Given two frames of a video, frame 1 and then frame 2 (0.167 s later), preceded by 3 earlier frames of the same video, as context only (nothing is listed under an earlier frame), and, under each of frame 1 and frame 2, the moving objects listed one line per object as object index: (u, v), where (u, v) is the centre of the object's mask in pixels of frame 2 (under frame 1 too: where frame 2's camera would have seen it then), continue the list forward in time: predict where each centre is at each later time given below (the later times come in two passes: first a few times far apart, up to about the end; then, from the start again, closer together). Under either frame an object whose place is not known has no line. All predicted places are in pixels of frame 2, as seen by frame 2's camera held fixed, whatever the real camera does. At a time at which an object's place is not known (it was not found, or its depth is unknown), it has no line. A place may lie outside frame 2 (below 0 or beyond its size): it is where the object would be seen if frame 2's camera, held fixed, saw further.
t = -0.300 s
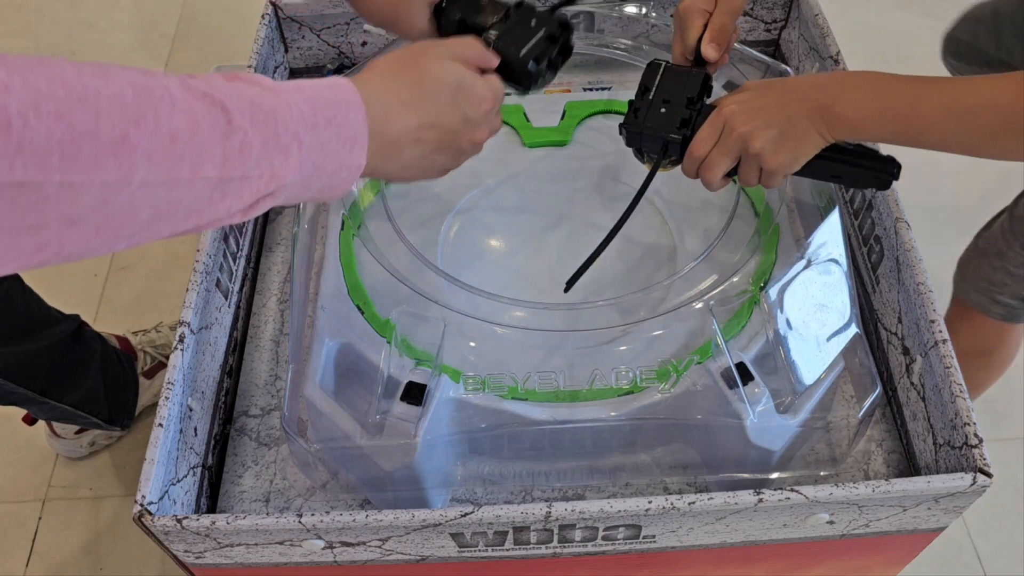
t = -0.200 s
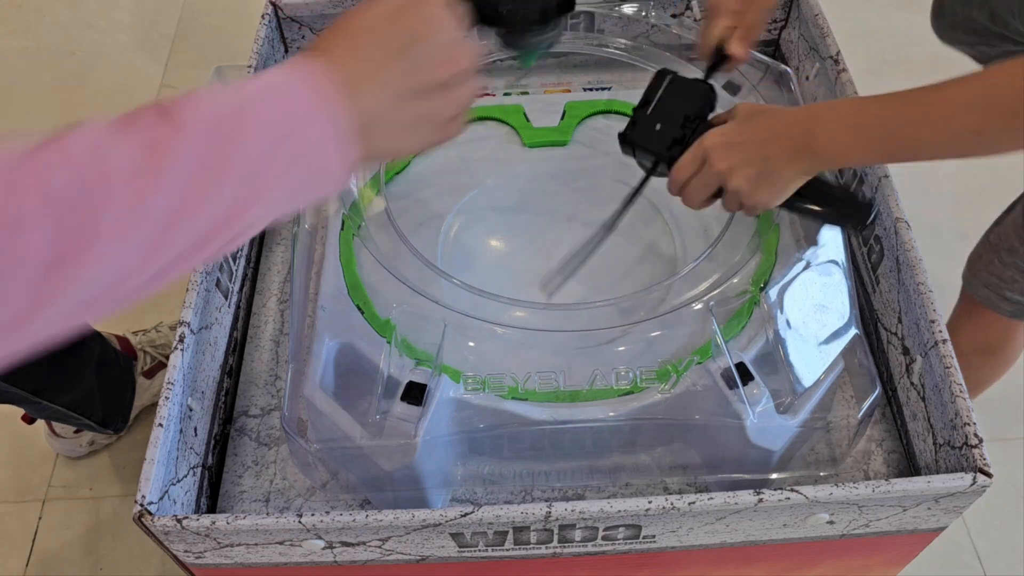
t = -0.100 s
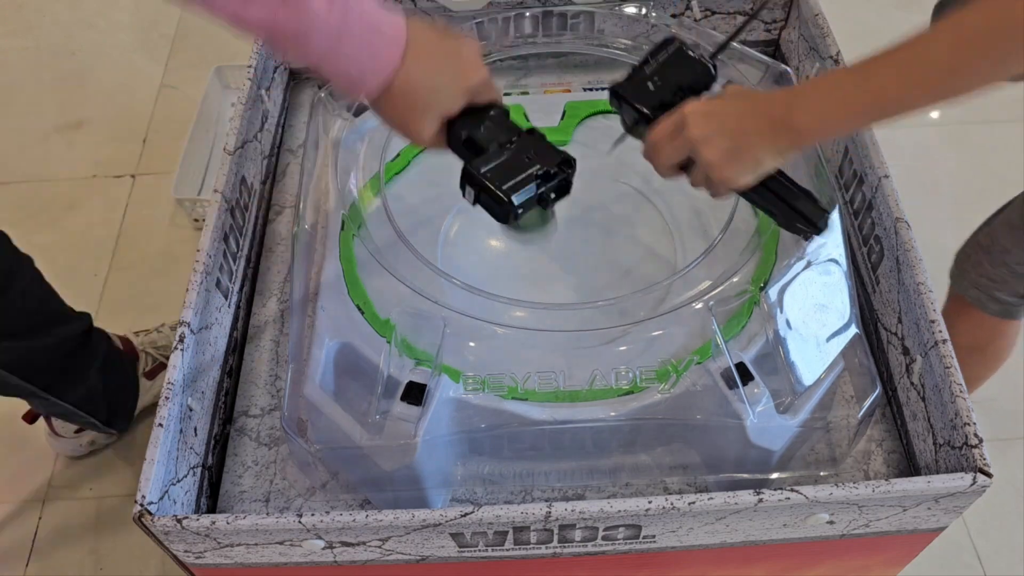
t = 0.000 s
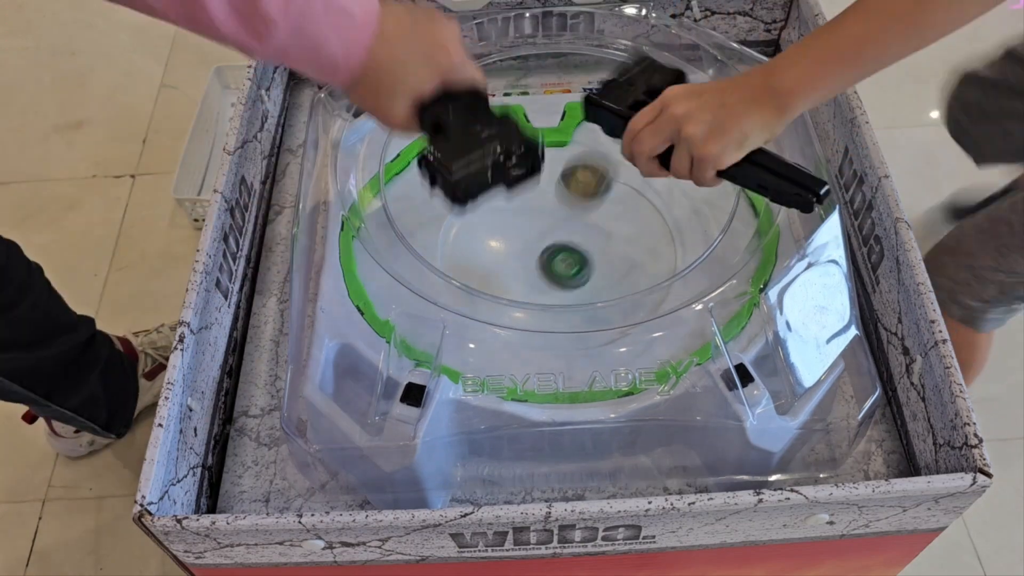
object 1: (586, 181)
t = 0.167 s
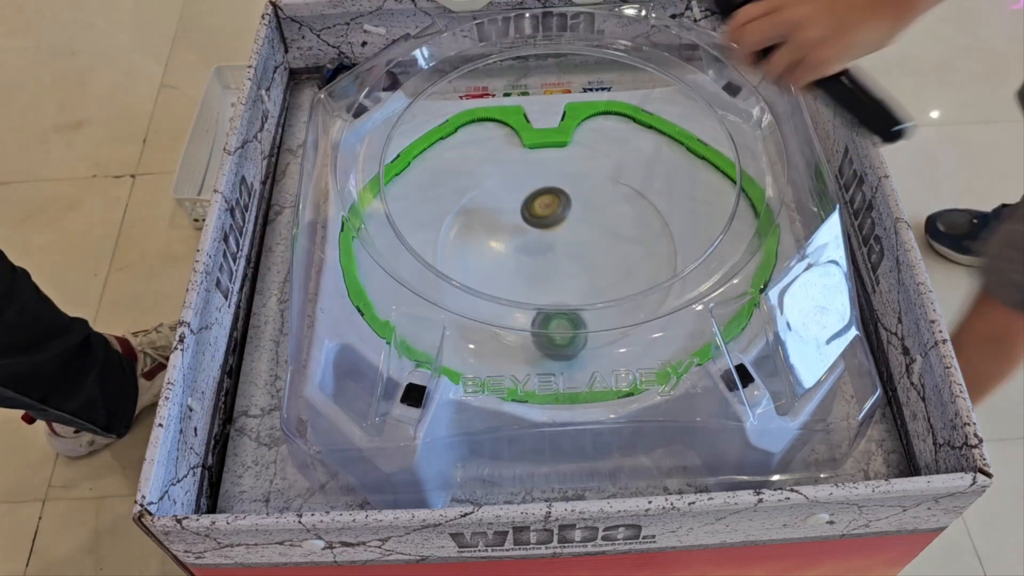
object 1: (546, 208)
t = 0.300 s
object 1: (538, 200)
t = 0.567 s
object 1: (562, 241)
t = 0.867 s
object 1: (571, 230)
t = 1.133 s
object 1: (495, 203)
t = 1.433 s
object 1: (511, 268)
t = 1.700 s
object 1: (576, 235)
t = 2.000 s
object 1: (541, 193)
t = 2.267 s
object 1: (518, 226)
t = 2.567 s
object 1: (590, 242)
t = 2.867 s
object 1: (593, 203)
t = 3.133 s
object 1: (552, 226)
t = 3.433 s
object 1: (589, 267)
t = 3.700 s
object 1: (608, 244)
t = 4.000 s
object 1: (555, 242)
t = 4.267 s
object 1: (546, 269)
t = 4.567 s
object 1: (569, 266)
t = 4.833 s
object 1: (552, 232)
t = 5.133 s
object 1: (507, 238)
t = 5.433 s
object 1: (539, 258)
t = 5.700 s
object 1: (562, 217)
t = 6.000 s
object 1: (522, 213)
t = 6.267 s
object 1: (551, 240)
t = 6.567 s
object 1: (589, 218)
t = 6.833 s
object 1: (568, 214)
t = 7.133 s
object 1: (569, 248)
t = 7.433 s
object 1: (596, 250)
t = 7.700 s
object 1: (572, 244)
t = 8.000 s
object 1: (557, 268)
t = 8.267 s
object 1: (570, 260)
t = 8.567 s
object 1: (532, 245)
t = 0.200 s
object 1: (542, 206)
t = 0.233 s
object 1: (540, 199)
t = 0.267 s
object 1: (539, 198)
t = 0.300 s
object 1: (538, 200)
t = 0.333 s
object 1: (537, 203)
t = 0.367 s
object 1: (537, 208)
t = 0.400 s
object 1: (536, 217)
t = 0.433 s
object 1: (537, 229)
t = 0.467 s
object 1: (538, 242)
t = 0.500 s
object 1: (541, 256)
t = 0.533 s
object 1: (550, 249)
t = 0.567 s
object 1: (562, 241)
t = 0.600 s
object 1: (573, 232)
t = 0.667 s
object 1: (591, 223)
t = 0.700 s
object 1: (596, 220)
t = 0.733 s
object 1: (598, 220)
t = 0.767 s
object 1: (596, 222)
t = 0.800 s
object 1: (590, 225)
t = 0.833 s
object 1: (582, 230)
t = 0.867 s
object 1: (571, 230)
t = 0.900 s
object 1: (565, 215)
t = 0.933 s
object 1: (558, 203)
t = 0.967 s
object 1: (549, 195)
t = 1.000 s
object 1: (540, 190)
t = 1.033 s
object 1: (529, 189)
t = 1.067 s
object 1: (517, 191)
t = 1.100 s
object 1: (505, 196)
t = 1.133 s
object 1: (495, 203)
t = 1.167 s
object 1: (486, 211)
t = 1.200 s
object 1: (480, 220)
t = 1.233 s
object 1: (477, 229)
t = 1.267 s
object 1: (477, 238)
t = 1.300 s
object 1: (480, 246)
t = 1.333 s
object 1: (485, 254)
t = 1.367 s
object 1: (492, 260)
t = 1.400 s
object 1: (501, 265)
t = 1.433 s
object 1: (511, 268)
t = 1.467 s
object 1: (522, 270)
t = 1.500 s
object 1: (533, 270)
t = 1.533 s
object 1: (544, 267)
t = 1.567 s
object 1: (554, 263)
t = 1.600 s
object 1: (562, 257)
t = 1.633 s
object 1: (569, 250)
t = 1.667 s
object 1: (574, 243)
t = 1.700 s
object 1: (576, 235)
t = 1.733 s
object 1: (576, 227)
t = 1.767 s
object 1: (574, 220)
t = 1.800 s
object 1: (571, 213)
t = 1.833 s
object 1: (568, 207)
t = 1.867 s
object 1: (564, 202)
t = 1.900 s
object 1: (560, 198)
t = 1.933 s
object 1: (554, 195)
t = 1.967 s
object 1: (548, 194)
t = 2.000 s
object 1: (541, 193)
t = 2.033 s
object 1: (535, 194)
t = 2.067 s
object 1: (530, 196)
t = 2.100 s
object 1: (525, 198)
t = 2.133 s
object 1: (520, 202)
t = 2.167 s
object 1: (517, 207)
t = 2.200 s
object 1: (515, 213)
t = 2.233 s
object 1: (515, 220)
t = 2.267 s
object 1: (518, 226)
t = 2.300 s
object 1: (523, 233)
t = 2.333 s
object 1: (529, 239)
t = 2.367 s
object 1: (537, 244)
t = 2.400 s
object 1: (546, 248)
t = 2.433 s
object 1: (556, 250)
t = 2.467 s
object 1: (565, 250)
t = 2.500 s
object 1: (574, 249)
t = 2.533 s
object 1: (583, 246)
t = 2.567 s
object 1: (590, 242)
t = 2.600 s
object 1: (596, 237)
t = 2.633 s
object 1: (601, 232)
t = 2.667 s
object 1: (605, 227)
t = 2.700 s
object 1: (607, 222)
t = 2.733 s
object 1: (607, 217)
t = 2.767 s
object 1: (606, 213)
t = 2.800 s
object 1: (602, 208)
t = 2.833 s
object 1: (598, 205)
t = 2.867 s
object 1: (593, 203)
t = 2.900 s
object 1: (587, 201)
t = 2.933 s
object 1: (581, 201)
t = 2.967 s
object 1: (574, 202)
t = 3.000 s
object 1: (568, 205)
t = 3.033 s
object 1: (563, 209)
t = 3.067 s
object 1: (558, 214)
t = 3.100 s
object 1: (554, 220)
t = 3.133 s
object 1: (552, 226)
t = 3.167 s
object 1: (550, 233)
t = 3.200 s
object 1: (550, 239)
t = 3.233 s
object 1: (552, 246)
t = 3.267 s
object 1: (556, 252)
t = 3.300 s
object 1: (561, 258)
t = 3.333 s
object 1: (567, 262)
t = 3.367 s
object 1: (575, 265)
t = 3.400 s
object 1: (582, 267)
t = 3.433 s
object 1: (589, 267)
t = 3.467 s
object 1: (595, 266)
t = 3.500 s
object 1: (601, 264)
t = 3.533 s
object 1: (605, 262)
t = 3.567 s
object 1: (609, 259)
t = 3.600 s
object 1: (611, 255)
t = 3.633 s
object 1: (611, 251)
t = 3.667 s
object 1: (610, 248)
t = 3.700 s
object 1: (608, 244)
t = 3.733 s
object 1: (605, 241)
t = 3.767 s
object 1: (601, 238)
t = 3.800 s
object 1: (595, 236)
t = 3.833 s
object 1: (588, 235)
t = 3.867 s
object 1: (581, 235)
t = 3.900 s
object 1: (574, 236)
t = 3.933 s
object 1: (567, 237)
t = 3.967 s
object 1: (561, 239)
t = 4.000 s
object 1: (555, 242)
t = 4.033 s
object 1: (551, 246)
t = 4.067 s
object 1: (547, 250)
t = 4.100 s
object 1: (544, 254)
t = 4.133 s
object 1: (543, 258)
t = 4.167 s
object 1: (542, 261)
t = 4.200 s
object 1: (544, 264)
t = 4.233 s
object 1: (545, 267)
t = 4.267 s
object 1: (546, 269)
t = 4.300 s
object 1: (547, 272)
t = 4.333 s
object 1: (549, 274)
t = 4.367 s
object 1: (551, 275)
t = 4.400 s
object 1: (554, 276)
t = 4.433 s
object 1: (557, 275)
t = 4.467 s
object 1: (561, 274)
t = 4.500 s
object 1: (564, 273)
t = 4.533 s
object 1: (567, 270)
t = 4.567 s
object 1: (569, 266)
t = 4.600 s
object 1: (571, 262)
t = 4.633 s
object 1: (570, 258)
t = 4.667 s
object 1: (570, 252)
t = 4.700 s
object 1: (569, 247)
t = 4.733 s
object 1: (567, 243)
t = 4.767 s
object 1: (563, 239)
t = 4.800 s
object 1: (558, 235)
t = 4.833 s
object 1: (552, 232)
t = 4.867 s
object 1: (546, 230)
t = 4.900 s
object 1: (540, 229)
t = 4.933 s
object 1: (533, 229)
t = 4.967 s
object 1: (527, 230)
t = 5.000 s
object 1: (521, 230)
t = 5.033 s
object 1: (516, 230)
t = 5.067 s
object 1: (512, 232)
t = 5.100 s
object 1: (509, 235)
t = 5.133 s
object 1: (507, 238)
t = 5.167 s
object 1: (506, 242)
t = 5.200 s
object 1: (505, 246)
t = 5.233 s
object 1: (507, 250)
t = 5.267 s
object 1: (510, 253)
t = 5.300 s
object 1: (514, 256)
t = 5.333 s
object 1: (519, 258)
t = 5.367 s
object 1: (526, 259)
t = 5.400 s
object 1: (532, 259)
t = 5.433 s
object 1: (539, 258)
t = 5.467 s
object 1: (546, 255)
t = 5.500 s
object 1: (552, 252)
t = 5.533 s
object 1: (558, 247)
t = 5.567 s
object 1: (562, 242)
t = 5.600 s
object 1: (564, 235)
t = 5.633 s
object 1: (565, 229)
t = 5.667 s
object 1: (564, 223)
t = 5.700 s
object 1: (562, 217)
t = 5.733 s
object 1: (558, 212)
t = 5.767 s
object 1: (553, 208)
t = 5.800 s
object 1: (548, 205)
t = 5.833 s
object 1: (542, 203)
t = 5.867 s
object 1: (536, 203)
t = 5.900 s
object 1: (531, 204)
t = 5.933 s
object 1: (527, 206)
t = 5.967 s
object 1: (524, 209)
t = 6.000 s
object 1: (522, 213)
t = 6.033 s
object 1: (521, 217)
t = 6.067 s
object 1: (521, 221)
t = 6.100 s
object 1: (523, 225)
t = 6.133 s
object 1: (526, 230)
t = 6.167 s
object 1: (531, 233)
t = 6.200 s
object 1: (537, 236)
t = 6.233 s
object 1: (543, 239)
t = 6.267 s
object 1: (551, 240)
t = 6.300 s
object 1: (559, 240)
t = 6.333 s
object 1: (566, 239)
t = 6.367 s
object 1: (573, 237)
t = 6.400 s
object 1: (578, 234)
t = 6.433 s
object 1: (583, 230)
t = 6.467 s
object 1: (585, 227)
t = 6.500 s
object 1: (587, 224)
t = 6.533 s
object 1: (589, 221)
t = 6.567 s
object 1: (589, 218)
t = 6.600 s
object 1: (589, 216)
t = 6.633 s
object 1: (587, 214)
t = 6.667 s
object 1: (585, 212)
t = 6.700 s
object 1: (582, 211)
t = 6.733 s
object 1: (579, 210)
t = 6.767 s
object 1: (575, 211)
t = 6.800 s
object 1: (571, 212)
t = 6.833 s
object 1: (568, 214)
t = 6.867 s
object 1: (565, 217)
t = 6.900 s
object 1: (563, 220)
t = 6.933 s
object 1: (562, 224)
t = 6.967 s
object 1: (561, 229)
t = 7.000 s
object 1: (561, 233)
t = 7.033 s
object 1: (562, 237)
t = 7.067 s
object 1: (564, 241)
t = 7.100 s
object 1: (566, 245)
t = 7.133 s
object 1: (569, 248)
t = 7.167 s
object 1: (573, 250)
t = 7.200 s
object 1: (577, 252)
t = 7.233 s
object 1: (580, 254)
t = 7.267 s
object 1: (584, 254)
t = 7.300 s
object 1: (588, 254)
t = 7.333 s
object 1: (591, 254)
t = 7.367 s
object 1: (593, 253)
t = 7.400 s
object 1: (595, 251)
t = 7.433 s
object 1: (596, 250)
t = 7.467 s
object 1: (596, 248)
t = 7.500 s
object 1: (595, 246)
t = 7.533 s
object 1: (592, 244)
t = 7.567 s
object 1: (589, 243)
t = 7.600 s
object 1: (586, 242)
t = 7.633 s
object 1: (581, 242)
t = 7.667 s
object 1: (577, 242)
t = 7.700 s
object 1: (572, 244)
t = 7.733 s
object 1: (568, 245)
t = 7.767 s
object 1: (564, 248)
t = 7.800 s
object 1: (560, 250)
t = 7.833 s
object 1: (557, 253)
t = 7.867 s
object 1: (556, 257)
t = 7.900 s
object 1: (555, 260)
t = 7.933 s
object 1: (555, 263)
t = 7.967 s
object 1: (556, 265)
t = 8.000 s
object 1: (557, 268)
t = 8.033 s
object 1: (558, 269)
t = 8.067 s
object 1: (560, 271)
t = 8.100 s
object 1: (563, 271)
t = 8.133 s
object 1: (566, 270)
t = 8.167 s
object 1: (568, 269)
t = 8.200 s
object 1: (570, 266)
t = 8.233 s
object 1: (570, 263)
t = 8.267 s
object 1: (570, 260)
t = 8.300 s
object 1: (568, 256)
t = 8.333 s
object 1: (566, 253)
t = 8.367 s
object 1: (562, 250)
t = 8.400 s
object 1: (557, 248)
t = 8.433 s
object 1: (552, 246)
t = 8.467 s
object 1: (546, 244)
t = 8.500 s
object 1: (541, 244)
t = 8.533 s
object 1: (536, 244)
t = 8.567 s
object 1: (532, 245)
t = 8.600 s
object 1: (528, 246)
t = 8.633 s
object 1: (526, 248)
